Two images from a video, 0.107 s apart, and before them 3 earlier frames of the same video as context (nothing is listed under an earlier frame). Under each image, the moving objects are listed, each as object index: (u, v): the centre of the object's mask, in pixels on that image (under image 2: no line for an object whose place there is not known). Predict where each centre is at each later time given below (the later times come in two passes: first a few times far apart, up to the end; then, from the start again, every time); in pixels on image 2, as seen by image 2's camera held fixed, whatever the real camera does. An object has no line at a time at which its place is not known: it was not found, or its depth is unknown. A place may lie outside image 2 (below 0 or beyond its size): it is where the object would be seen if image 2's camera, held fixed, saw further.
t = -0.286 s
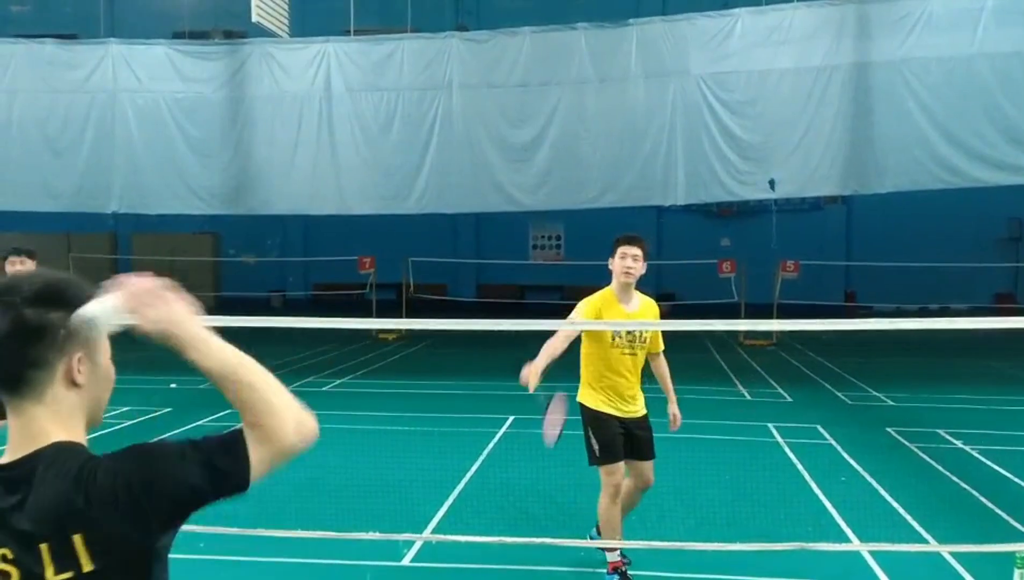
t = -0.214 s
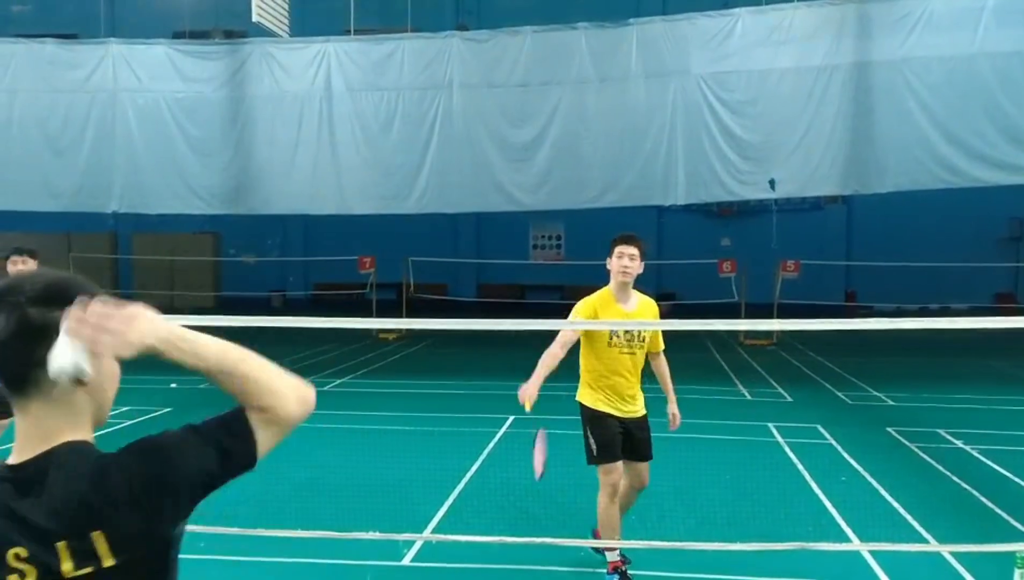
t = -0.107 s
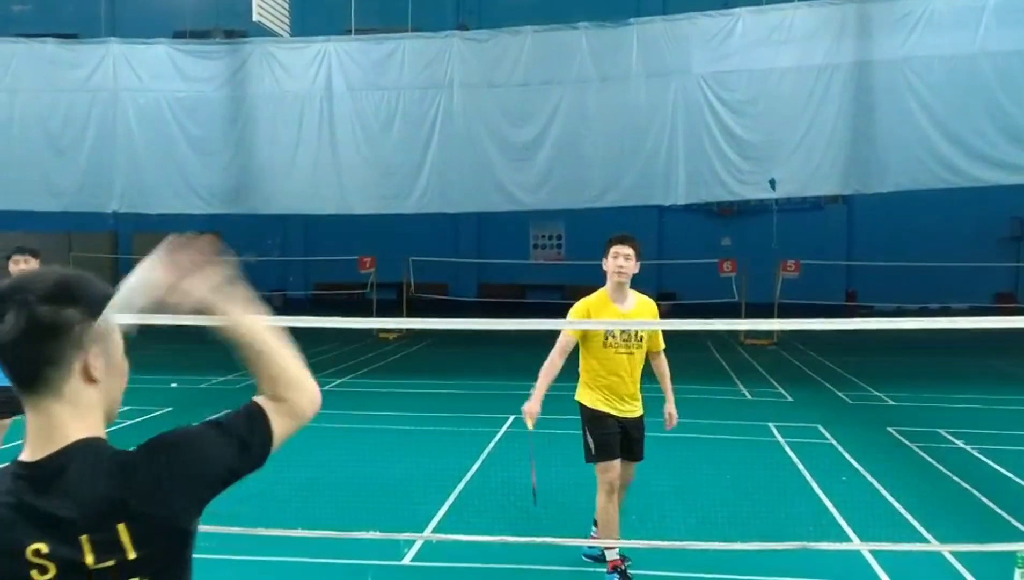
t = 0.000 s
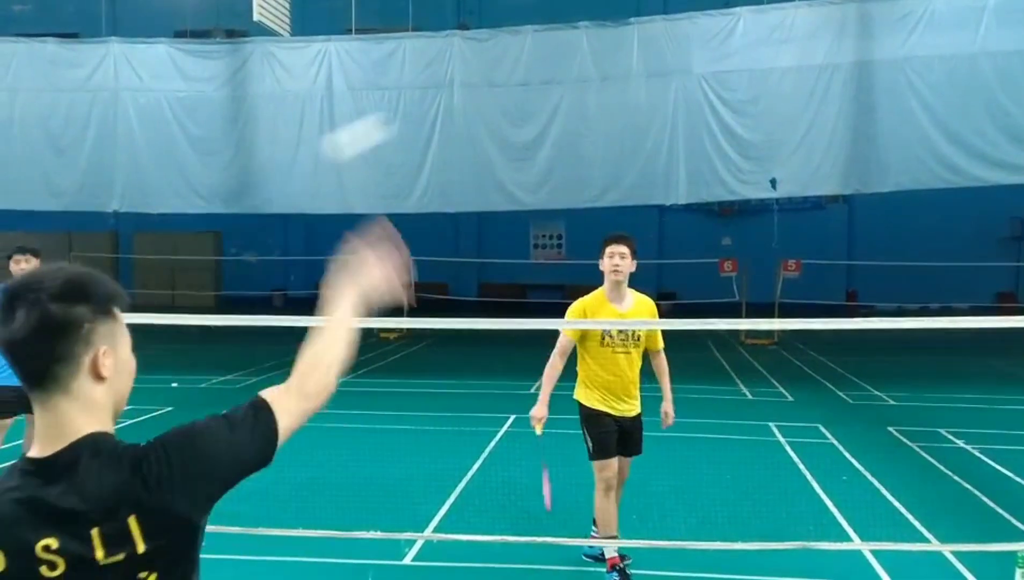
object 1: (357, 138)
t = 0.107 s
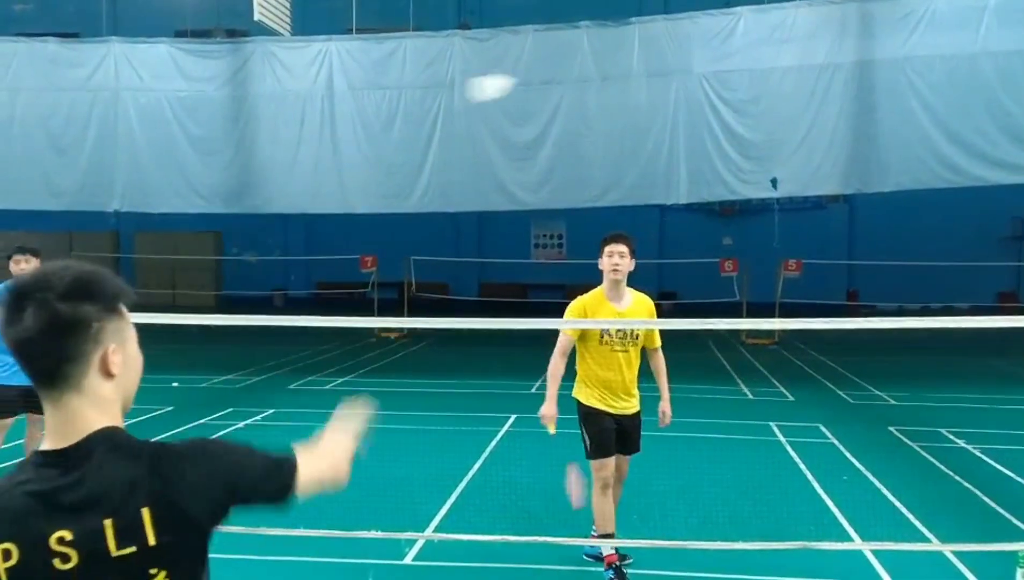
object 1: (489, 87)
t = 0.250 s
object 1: (594, 94)
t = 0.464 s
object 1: (688, 188)
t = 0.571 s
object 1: (719, 255)
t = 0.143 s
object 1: (522, 82)
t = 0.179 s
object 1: (549, 80)
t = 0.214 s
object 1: (573, 85)
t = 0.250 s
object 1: (594, 94)
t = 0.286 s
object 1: (616, 103)
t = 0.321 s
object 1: (633, 117)
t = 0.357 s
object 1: (650, 132)
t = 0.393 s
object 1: (665, 150)
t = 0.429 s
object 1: (678, 167)
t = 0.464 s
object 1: (688, 188)
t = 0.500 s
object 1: (697, 211)
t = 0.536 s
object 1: (710, 230)
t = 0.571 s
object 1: (719, 255)
